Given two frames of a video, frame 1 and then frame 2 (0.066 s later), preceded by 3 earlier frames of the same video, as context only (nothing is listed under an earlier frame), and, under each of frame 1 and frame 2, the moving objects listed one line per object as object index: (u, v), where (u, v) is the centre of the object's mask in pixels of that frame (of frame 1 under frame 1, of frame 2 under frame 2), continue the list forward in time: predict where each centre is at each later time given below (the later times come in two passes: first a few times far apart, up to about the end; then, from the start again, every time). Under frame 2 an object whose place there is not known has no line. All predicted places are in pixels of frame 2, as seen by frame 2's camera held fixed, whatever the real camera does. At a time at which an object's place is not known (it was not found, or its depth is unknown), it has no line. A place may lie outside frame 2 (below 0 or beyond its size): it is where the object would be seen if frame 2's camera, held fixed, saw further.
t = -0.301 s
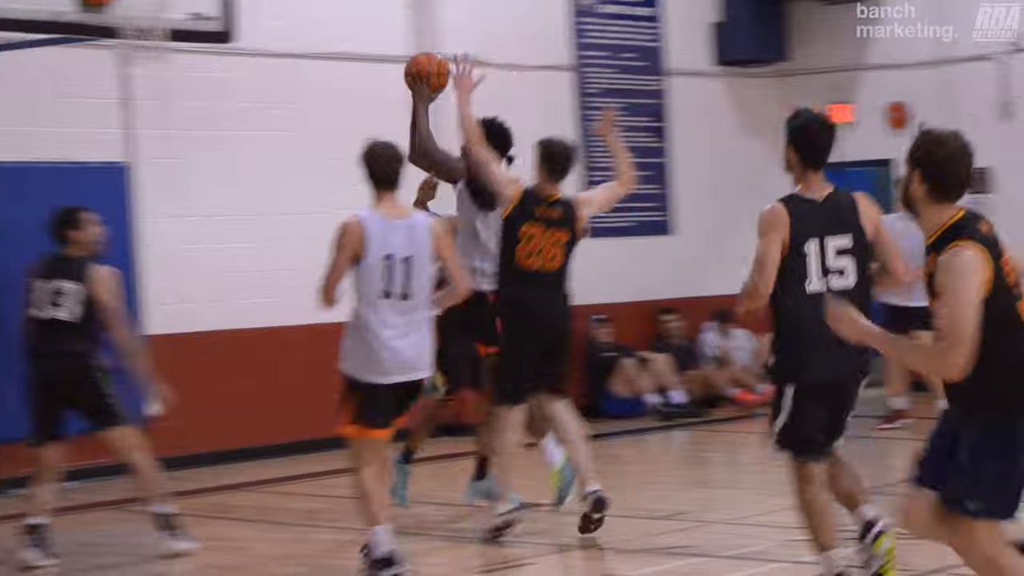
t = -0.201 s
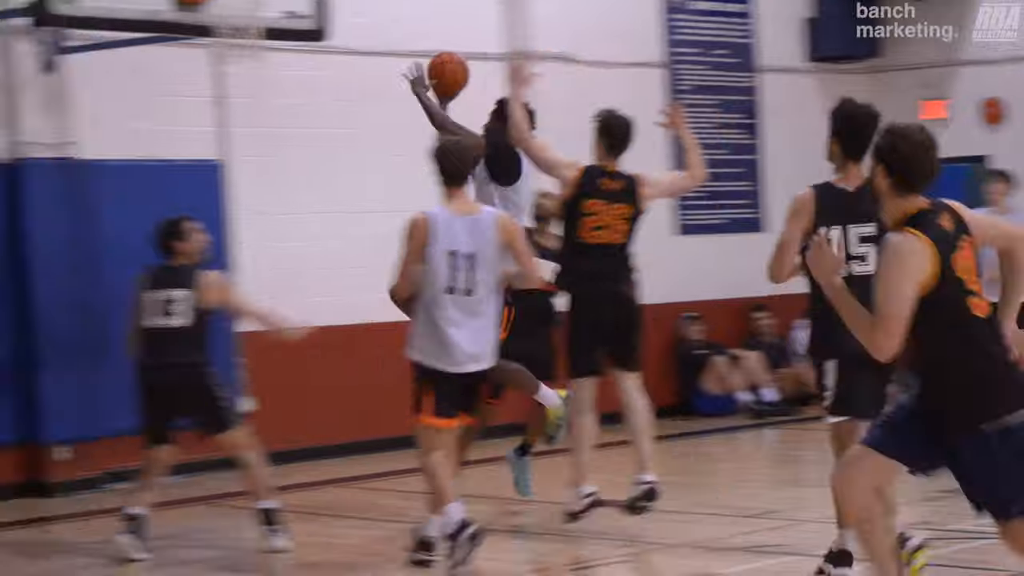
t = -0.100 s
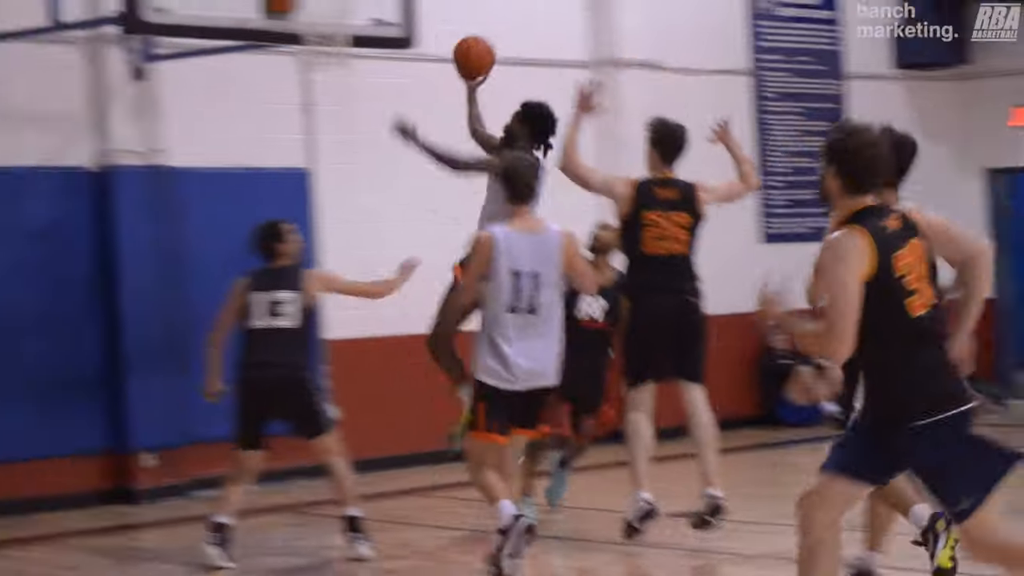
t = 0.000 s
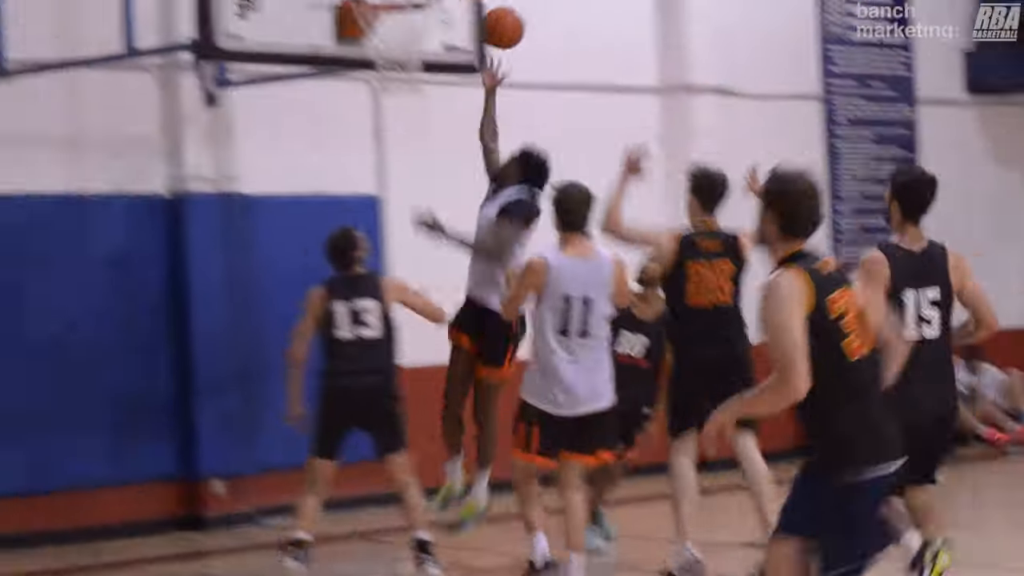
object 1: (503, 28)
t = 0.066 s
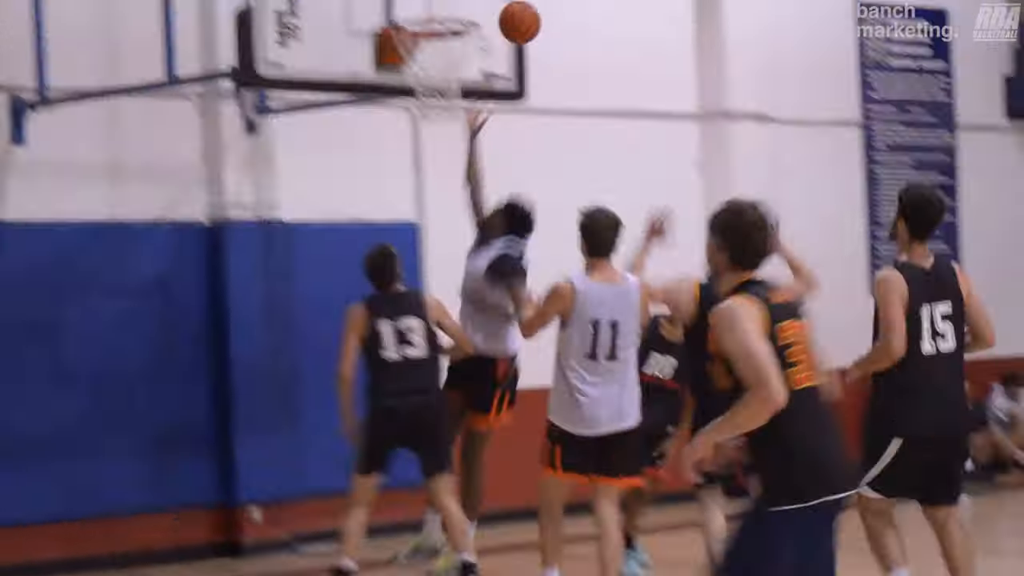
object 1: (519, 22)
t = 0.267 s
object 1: (454, -30)
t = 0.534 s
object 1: (380, 3)
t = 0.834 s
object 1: (357, 35)
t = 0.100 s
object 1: (508, 8)
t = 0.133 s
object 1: (497, -3)
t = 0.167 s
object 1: (486, -13)
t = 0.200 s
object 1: (475, -21)
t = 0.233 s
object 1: (464, -26)
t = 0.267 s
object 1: (454, -30)
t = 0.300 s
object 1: (443, -31)
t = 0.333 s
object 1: (432, -31)
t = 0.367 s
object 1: (421, -29)
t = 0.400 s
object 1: (411, -24)
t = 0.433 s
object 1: (400, -17)
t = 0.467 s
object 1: (389, -9)
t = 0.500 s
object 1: (382, -1)
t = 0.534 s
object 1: (380, 3)
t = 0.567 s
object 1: (378, 10)
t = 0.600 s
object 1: (375, 8)
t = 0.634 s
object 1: (371, 7)
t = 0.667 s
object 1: (365, 8)
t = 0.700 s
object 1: (361, 10)
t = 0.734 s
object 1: (360, 13)
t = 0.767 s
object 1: (359, 18)
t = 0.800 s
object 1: (357, 25)
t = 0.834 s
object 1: (357, 35)
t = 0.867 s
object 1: (356, 46)
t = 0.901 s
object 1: (355, 60)
